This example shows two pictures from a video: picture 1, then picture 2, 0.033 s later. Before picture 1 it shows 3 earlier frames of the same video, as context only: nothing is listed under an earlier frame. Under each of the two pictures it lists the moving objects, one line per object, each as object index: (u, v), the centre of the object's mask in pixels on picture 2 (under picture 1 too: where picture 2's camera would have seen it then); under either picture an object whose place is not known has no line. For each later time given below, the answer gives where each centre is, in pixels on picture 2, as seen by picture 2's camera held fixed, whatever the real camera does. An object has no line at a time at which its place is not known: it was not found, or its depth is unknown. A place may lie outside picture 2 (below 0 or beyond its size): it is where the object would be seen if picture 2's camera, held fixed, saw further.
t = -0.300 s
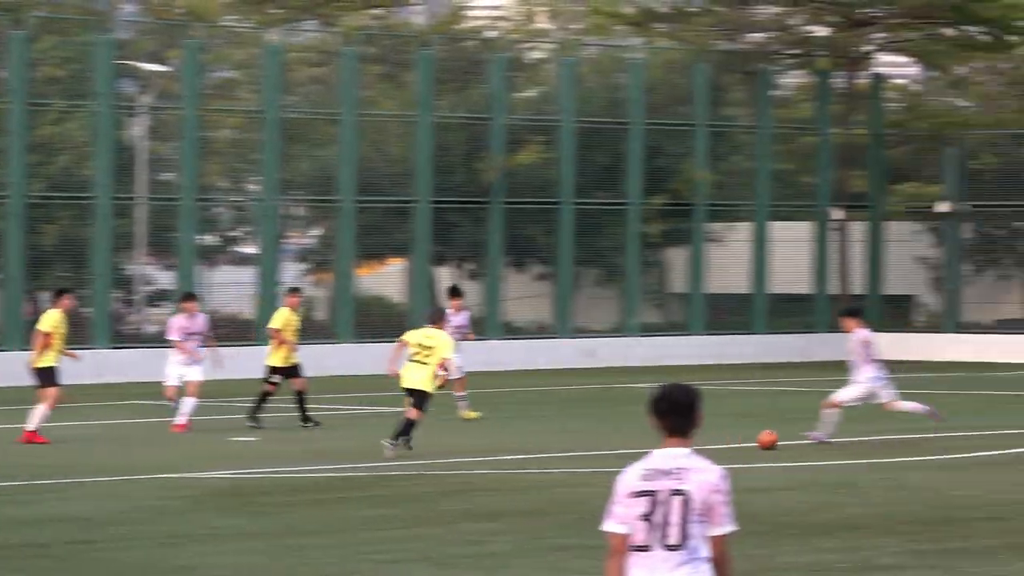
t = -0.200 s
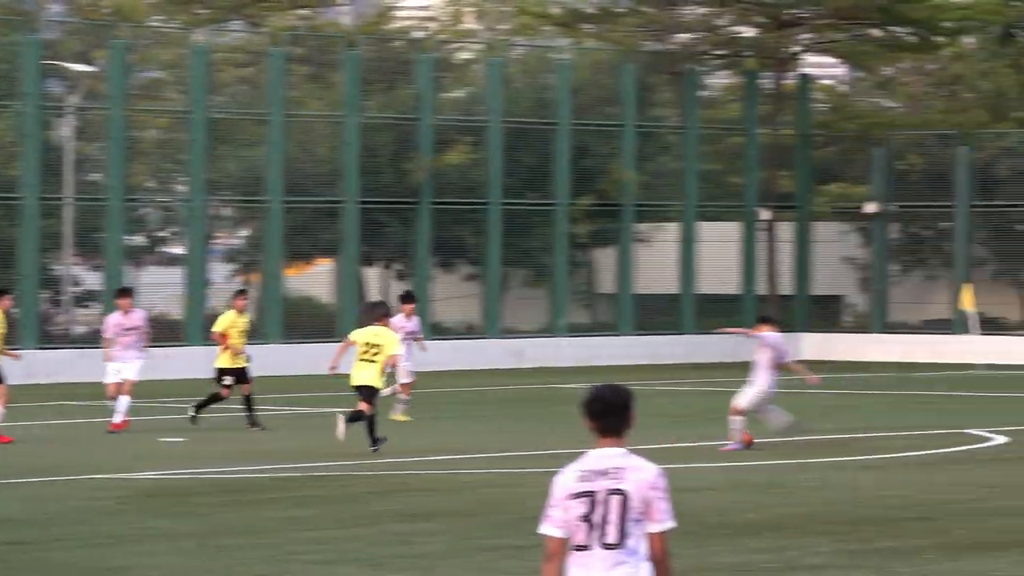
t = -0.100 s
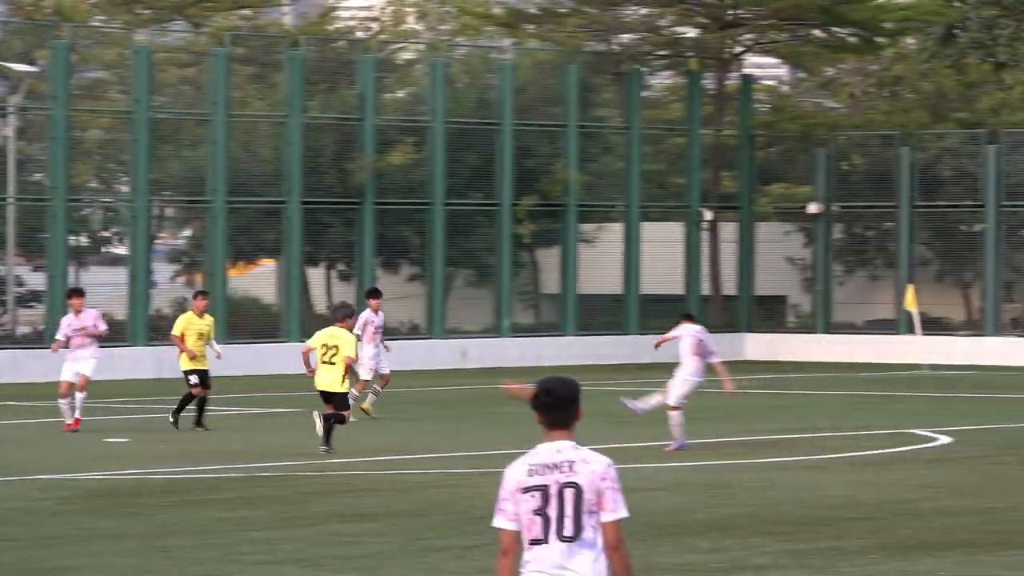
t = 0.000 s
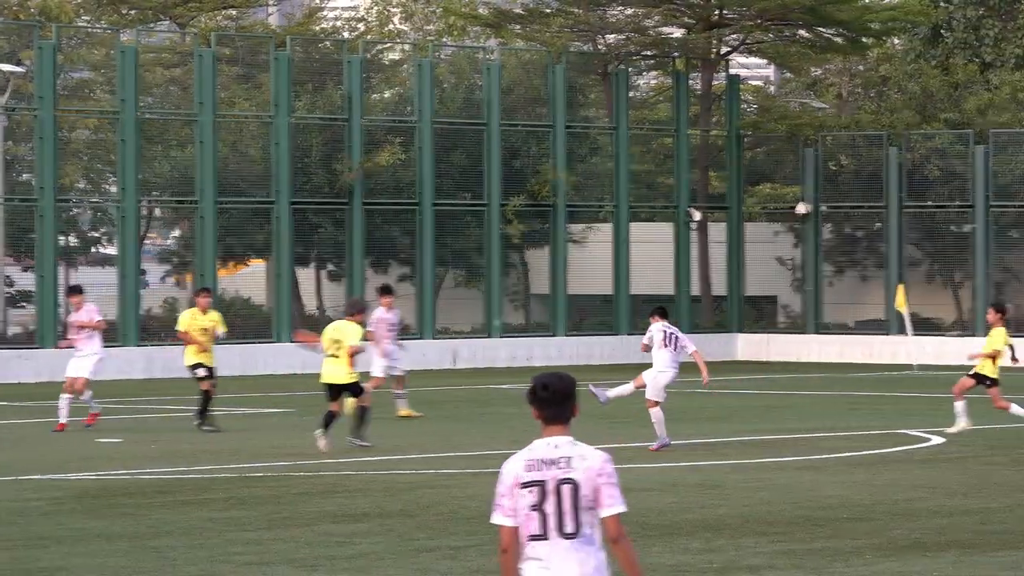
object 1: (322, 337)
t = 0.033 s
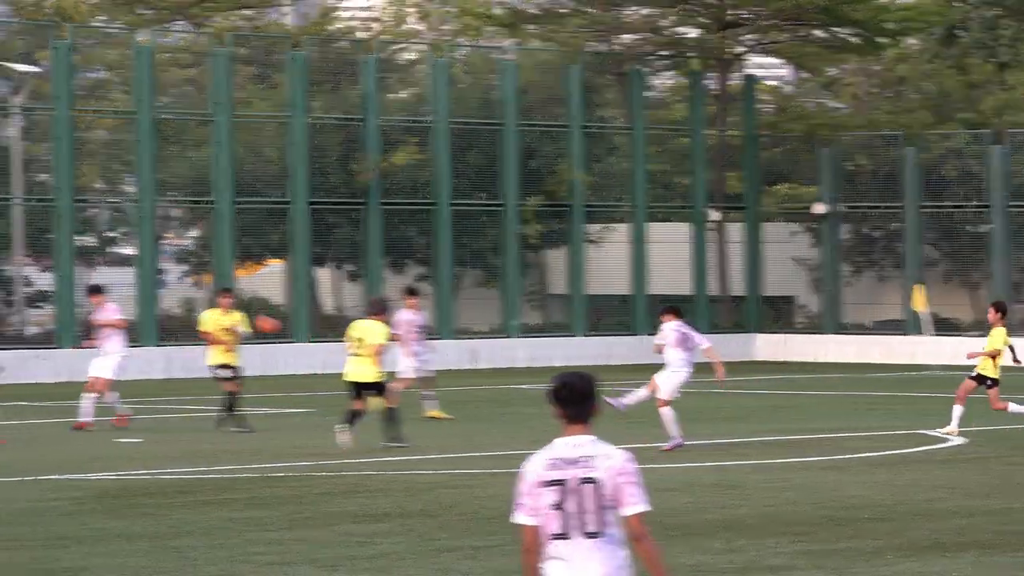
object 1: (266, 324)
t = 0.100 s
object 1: (150, 300)
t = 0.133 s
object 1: (92, 290)
